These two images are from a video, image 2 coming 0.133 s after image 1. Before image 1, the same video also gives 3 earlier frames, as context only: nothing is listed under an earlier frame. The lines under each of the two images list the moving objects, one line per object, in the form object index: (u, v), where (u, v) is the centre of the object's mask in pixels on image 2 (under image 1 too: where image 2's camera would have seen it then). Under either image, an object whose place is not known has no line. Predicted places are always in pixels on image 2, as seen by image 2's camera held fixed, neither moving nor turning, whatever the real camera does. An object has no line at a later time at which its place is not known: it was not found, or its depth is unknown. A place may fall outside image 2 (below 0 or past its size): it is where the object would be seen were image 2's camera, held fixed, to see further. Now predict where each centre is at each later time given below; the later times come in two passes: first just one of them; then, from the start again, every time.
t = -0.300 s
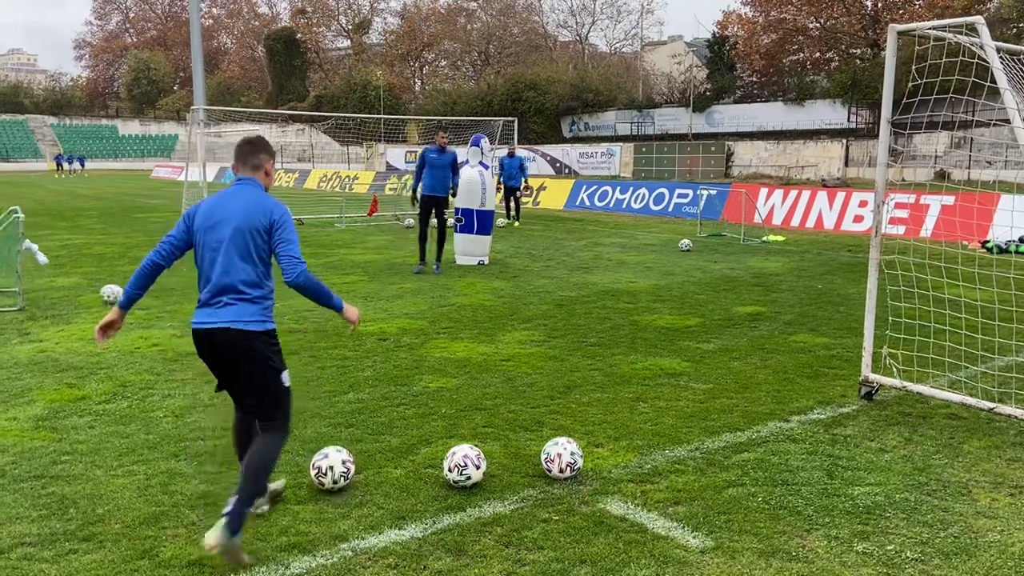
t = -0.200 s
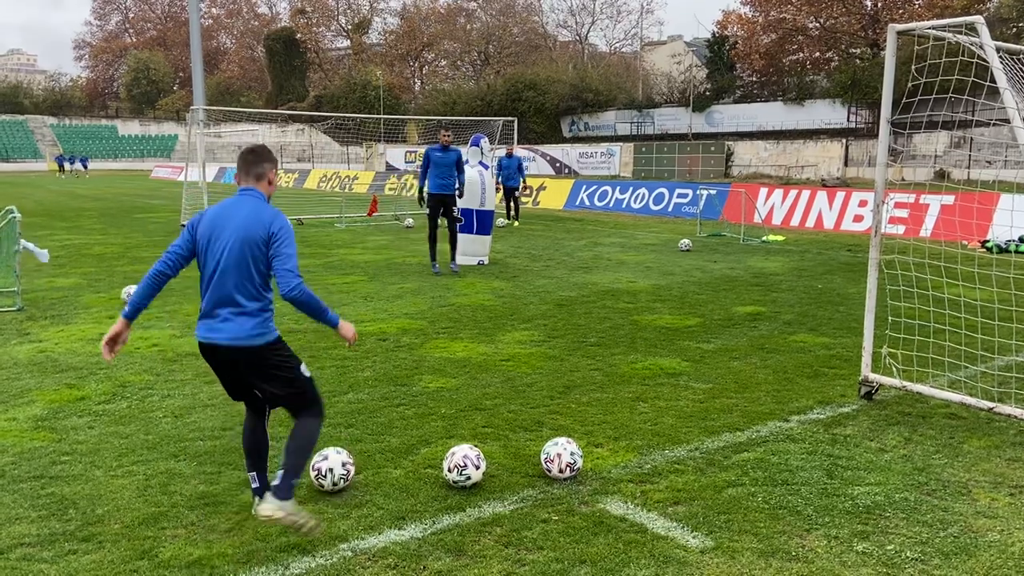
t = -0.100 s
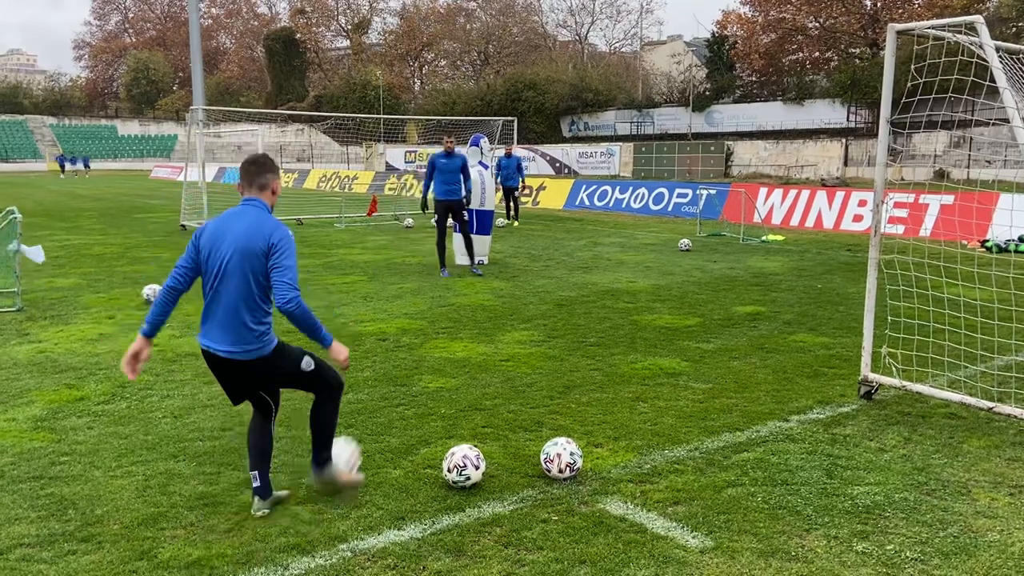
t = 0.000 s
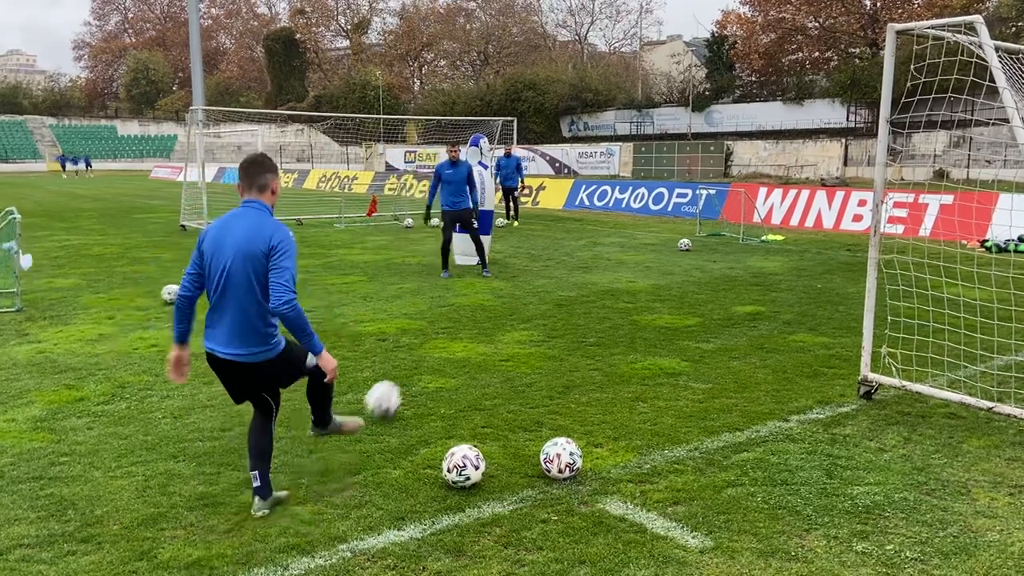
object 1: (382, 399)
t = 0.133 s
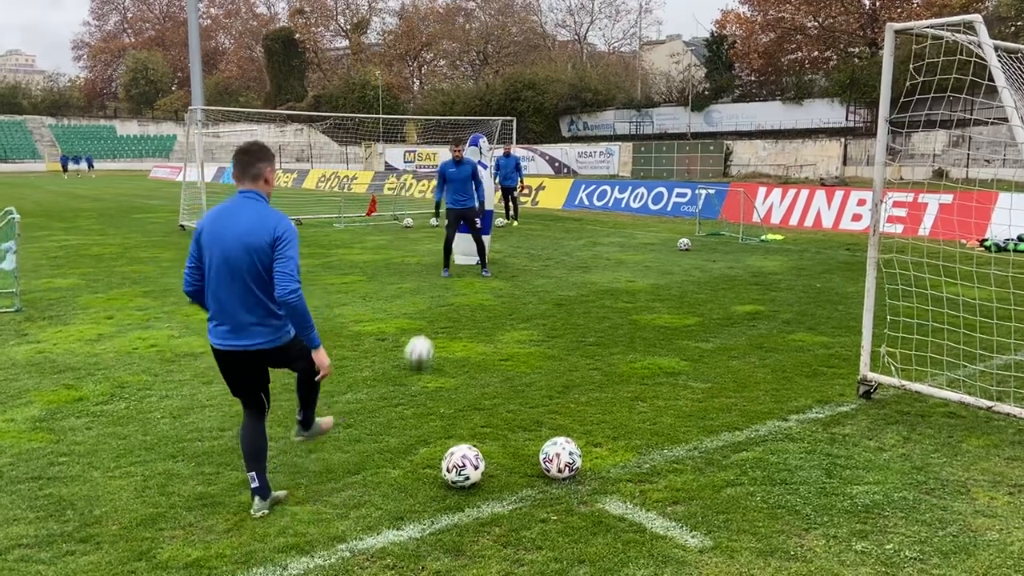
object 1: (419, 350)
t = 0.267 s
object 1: (443, 322)
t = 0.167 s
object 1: (425, 339)
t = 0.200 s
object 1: (432, 331)
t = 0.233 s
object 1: (438, 327)
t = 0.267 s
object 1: (443, 322)
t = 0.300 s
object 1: (448, 321)
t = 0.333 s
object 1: (452, 313)
